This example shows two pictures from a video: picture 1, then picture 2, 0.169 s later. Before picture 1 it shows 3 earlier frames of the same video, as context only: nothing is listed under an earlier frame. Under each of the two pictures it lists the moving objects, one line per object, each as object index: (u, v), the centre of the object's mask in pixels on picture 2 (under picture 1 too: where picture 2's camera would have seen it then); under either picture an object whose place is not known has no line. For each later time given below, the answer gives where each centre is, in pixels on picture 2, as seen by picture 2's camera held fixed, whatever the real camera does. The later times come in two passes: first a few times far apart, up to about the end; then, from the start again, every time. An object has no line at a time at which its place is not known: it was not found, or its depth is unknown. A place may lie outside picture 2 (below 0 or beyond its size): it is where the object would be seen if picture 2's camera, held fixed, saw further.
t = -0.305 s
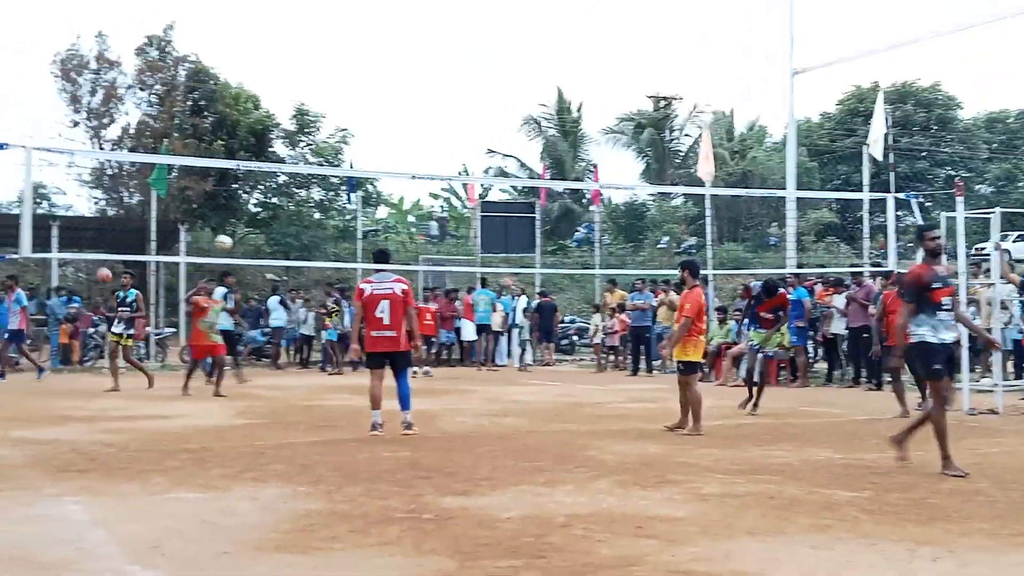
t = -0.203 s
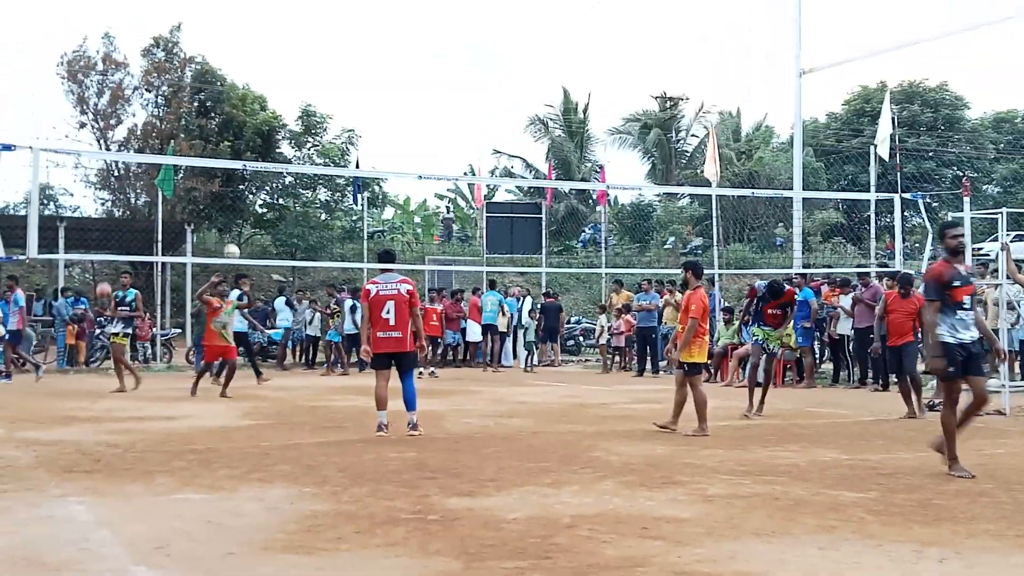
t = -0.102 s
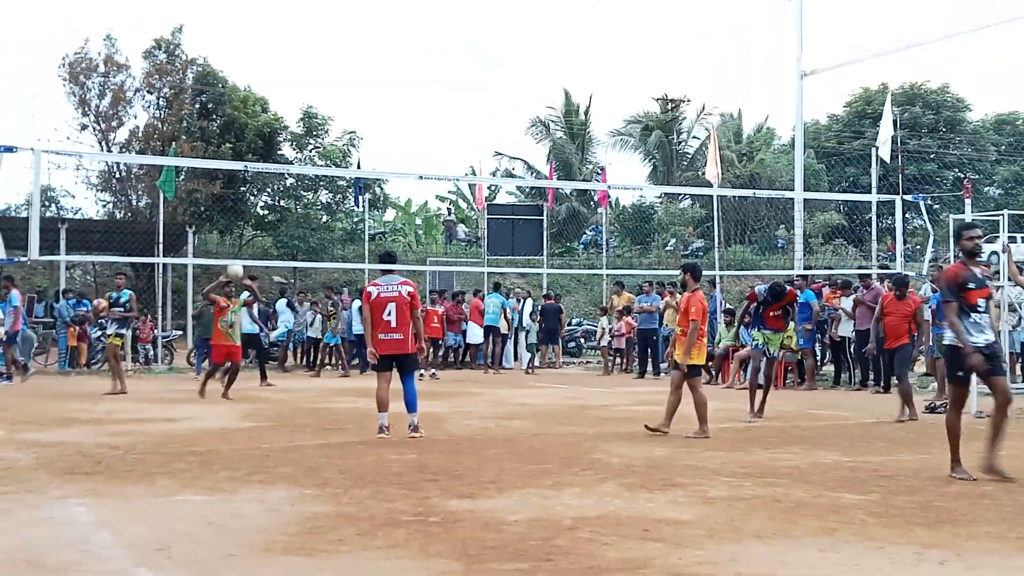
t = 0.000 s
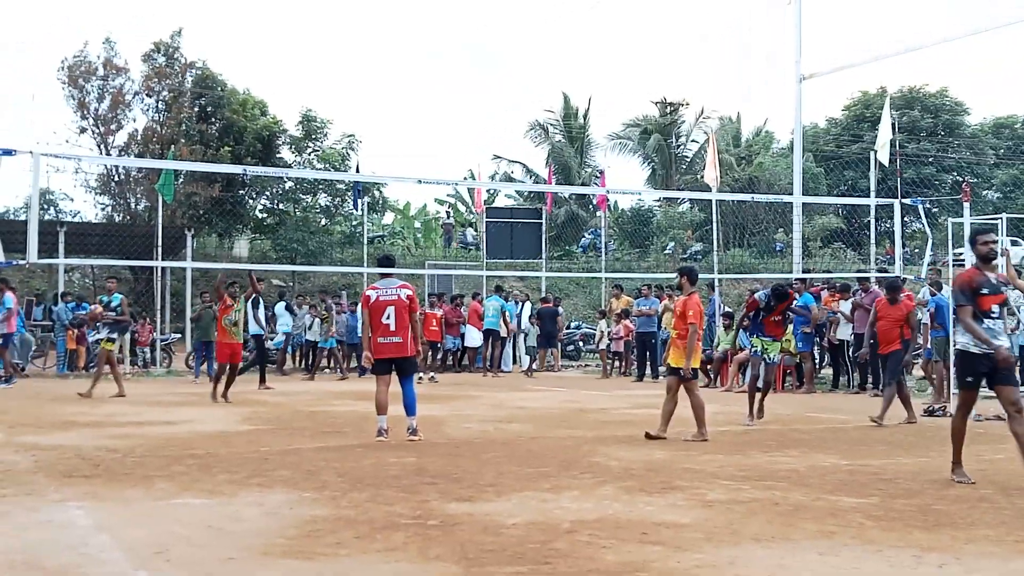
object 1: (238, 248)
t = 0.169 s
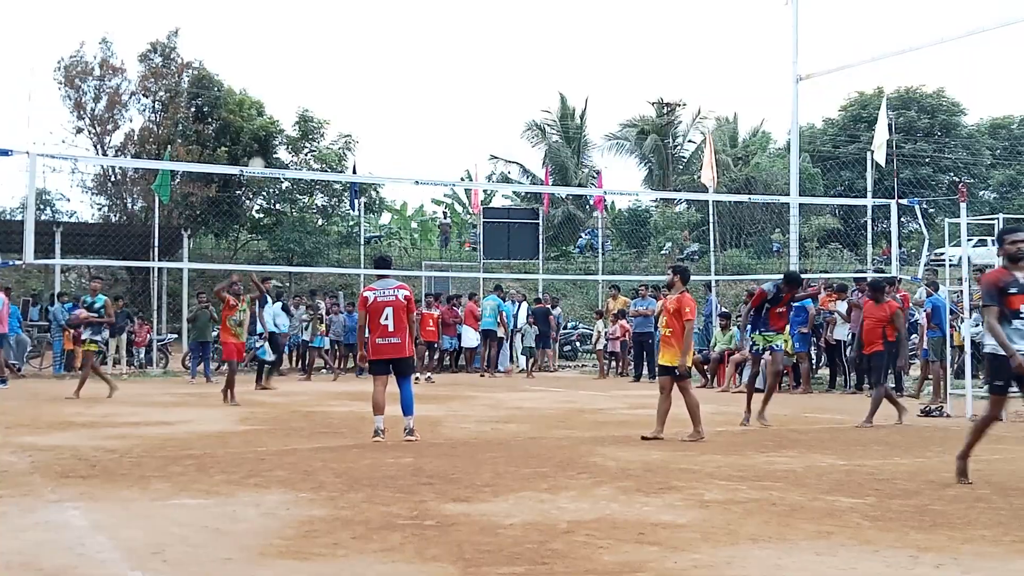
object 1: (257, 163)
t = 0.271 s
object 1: (266, 130)
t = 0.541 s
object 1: (294, 58)
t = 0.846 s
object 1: (329, 44)
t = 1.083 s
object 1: (360, 91)
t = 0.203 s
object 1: (259, 155)
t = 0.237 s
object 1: (263, 141)
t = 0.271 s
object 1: (266, 130)
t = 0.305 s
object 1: (268, 119)
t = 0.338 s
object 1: (272, 107)
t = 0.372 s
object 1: (276, 97)
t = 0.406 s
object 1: (279, 87)
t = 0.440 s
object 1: (283, 78)
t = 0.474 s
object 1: (286, 71)
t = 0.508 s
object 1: (290, 63)
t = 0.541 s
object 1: (294, 58)
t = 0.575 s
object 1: (298, 52)
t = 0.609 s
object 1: (301, 48)
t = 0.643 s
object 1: (305, 44)
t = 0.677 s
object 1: (309, 42)
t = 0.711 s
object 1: (313, 40)
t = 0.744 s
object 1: (317, 40)
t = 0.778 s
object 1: (321, 40)
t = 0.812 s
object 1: (325, 42)
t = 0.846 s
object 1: (329, 44)
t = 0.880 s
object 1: (333, 47)
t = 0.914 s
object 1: (337, 52)
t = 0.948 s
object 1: (342, 58)
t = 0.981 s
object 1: (346, 65)
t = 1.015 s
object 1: (351, 72)
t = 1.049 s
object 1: (355, 81)
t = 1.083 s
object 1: (360, 91)
